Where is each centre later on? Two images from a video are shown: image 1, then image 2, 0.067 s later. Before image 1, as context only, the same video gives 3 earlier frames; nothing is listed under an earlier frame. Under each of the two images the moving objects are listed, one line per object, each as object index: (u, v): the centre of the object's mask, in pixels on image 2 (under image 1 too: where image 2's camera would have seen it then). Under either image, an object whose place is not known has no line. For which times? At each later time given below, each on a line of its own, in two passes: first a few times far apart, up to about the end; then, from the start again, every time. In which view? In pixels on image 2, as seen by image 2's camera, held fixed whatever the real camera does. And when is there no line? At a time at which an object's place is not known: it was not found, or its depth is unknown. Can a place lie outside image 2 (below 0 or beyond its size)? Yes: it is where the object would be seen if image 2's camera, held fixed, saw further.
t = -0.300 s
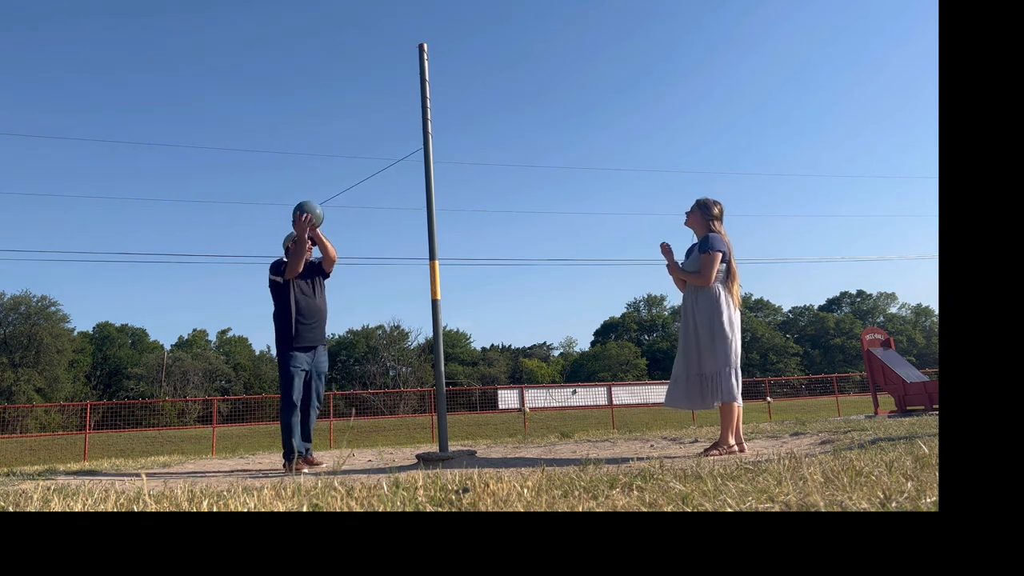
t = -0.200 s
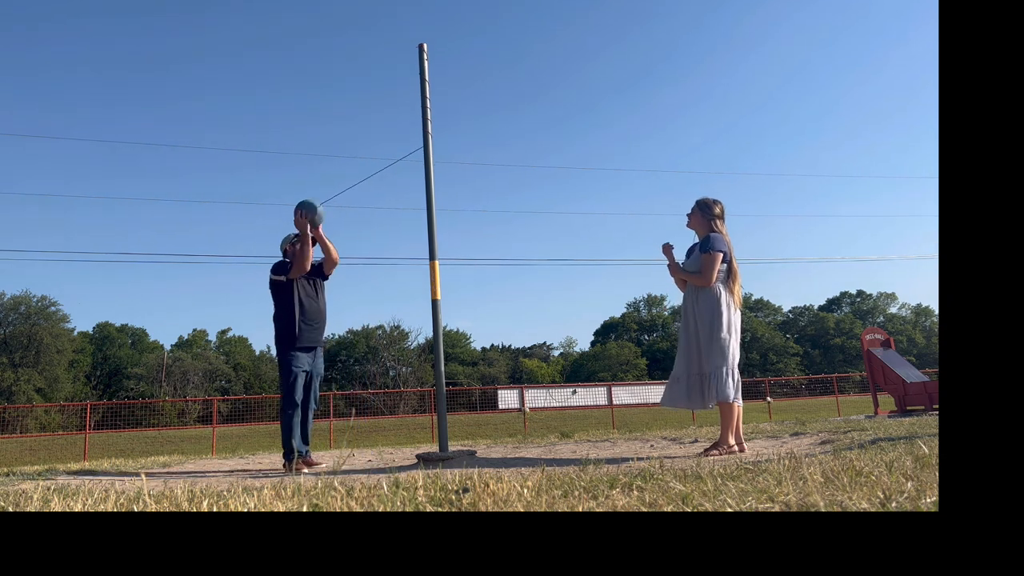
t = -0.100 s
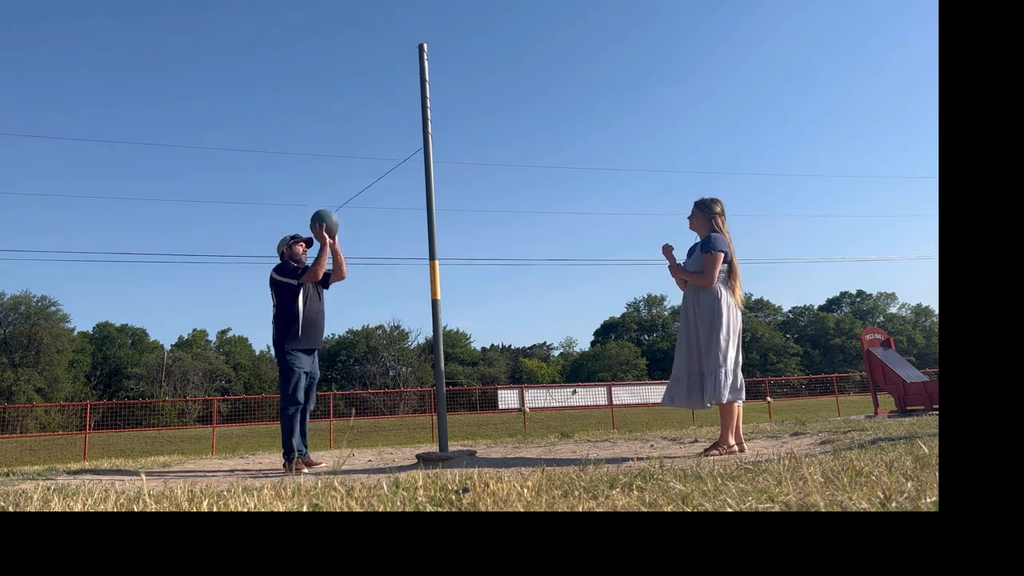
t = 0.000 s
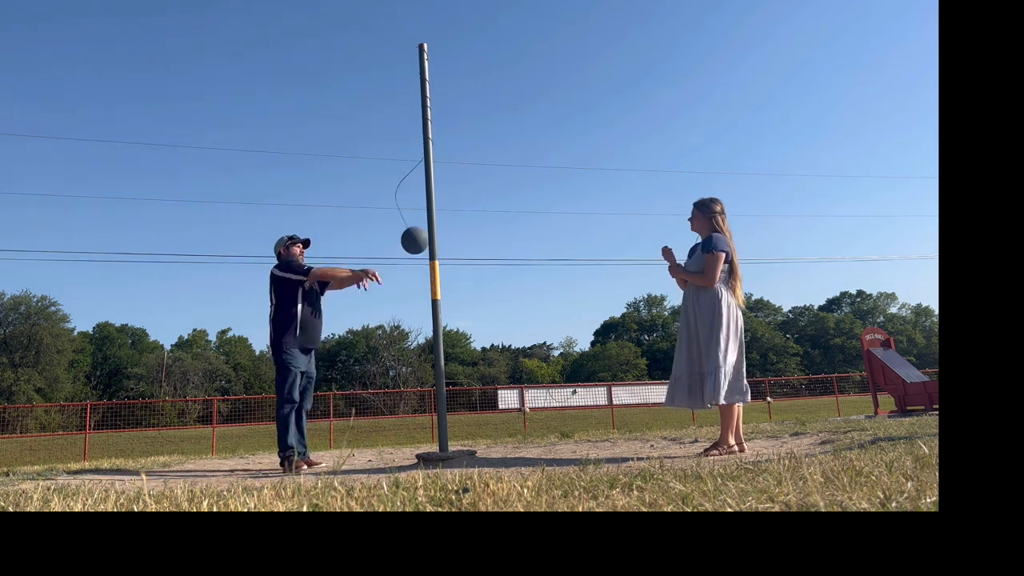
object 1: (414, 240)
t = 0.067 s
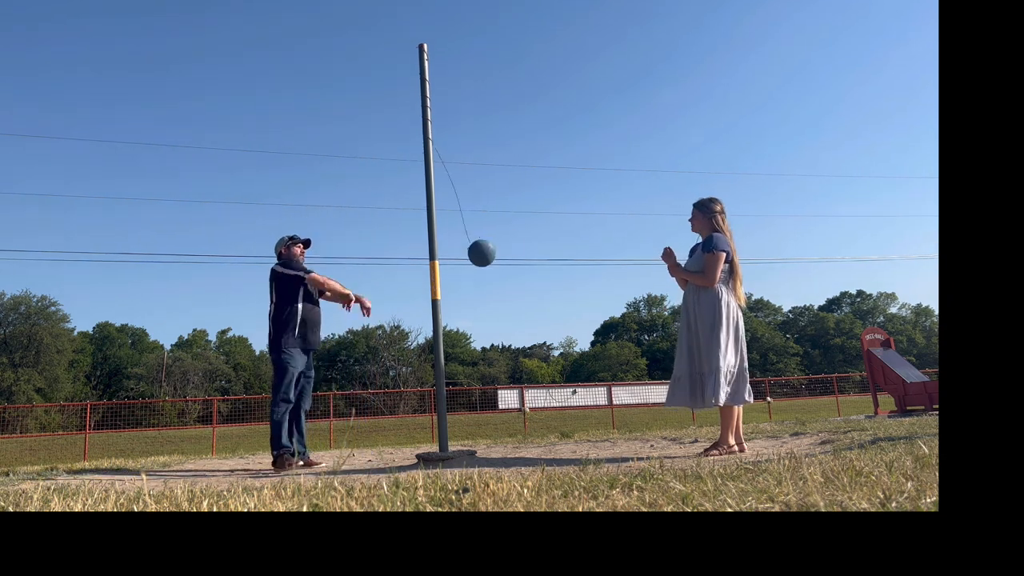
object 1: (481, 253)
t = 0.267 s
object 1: (588, 134)
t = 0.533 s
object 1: (448, 19)
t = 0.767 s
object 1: (292, 107)
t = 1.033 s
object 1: (329, 264)
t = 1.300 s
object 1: (513, 234)
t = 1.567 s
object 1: (611, 122)
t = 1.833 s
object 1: (595, 63)
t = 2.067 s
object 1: (463, 125)
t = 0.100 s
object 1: (505, 243)
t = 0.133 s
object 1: (523, 222)
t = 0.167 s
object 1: (540, 201)
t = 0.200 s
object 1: (557, 179)
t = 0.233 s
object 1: (574, 156)
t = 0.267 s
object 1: (588, 134)
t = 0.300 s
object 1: (588, 113)
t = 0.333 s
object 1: (574, 93)
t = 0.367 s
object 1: (557, 76)
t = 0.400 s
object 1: (538, 61)
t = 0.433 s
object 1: (518, 47)
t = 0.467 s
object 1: (496, 35)
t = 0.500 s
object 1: (473, 25)
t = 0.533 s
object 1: (448, 19)
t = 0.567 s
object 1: (422, 16)
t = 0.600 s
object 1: (396, 17)
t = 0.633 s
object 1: (371, 29)
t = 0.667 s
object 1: (348, 45)
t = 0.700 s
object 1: (328, 64)
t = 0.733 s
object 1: (309, 85)
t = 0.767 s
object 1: (292, 107)
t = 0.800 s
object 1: (278, 130)
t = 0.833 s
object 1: (268, 154)
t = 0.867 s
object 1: (265, 177)
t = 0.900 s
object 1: (271, 200)
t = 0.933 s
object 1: (282, 220)
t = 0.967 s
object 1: (295, 239)
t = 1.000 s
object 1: (310, 254)
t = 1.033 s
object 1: (329, 264)
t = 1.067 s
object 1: (352, 270)
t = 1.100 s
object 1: (376, 274)
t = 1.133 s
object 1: (400, 276)
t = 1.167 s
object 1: (422, 275)
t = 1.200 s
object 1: (450, 268)
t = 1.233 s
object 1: (471, 258)
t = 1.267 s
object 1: (492, 246)
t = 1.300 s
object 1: (513, 234)
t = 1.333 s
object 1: (532, 223)
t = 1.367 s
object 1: (551, 210)
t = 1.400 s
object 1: (568, 197)
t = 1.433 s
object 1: (580, 181)
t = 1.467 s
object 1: (590, 165)
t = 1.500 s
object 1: (598, 150)
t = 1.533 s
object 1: (605, 136)
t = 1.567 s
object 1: (611, 122)
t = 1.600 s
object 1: (616, 110)
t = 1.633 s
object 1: (620, 99)
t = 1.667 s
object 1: (621, 90)
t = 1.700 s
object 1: (621, 81)
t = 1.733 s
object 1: (619, 74)
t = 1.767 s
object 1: (614, 68)
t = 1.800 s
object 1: (605, 65)
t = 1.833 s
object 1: (595, 63)
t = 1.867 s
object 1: (581, 65)
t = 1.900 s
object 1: (567, 68)
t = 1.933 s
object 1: (550, 75)
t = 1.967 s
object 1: (531, 84)
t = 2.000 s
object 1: (511, 96)
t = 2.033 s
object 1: (488, 110)
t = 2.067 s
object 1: (463, 125)
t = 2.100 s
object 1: (436, 142)
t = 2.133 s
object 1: (410, 160)
